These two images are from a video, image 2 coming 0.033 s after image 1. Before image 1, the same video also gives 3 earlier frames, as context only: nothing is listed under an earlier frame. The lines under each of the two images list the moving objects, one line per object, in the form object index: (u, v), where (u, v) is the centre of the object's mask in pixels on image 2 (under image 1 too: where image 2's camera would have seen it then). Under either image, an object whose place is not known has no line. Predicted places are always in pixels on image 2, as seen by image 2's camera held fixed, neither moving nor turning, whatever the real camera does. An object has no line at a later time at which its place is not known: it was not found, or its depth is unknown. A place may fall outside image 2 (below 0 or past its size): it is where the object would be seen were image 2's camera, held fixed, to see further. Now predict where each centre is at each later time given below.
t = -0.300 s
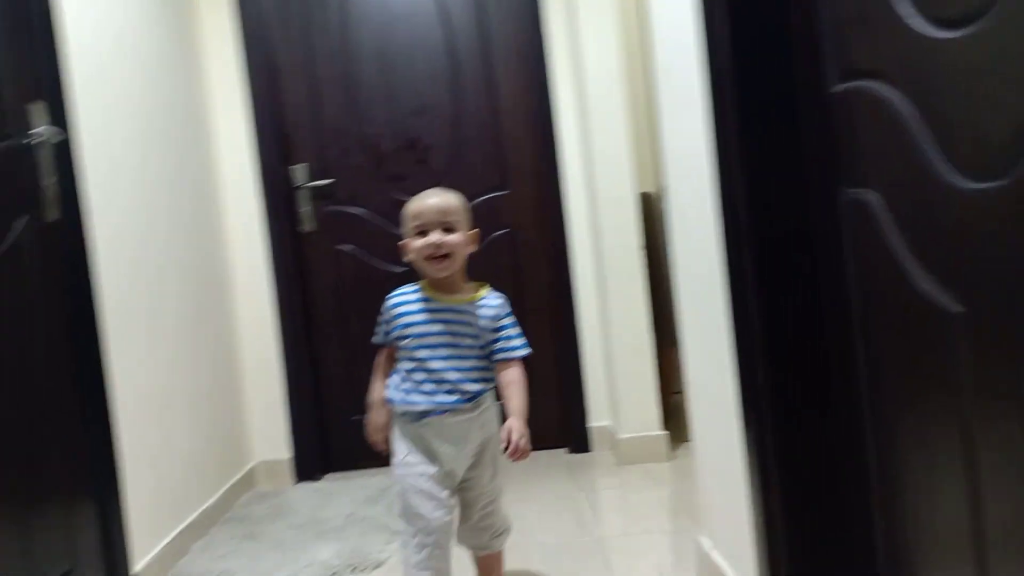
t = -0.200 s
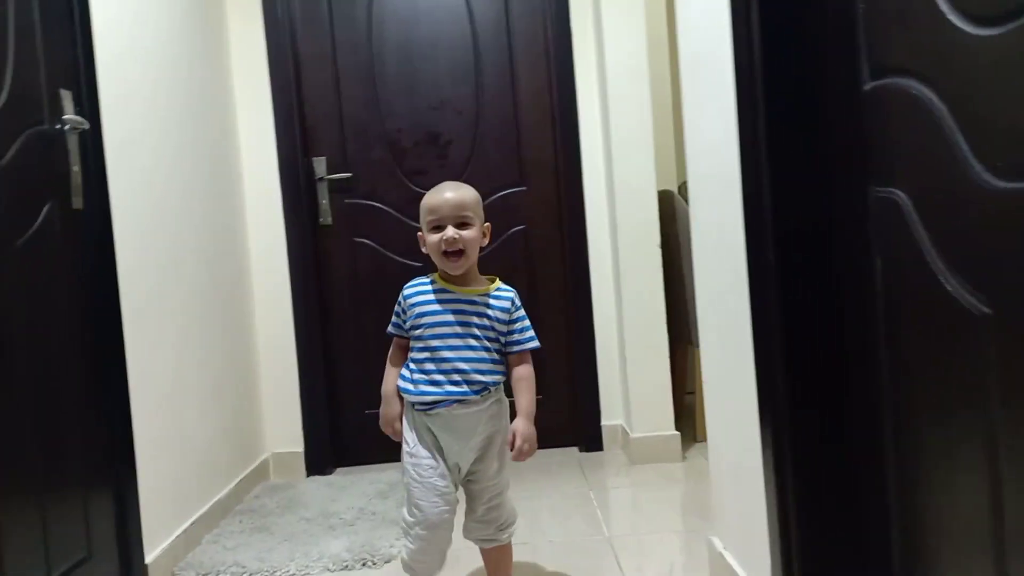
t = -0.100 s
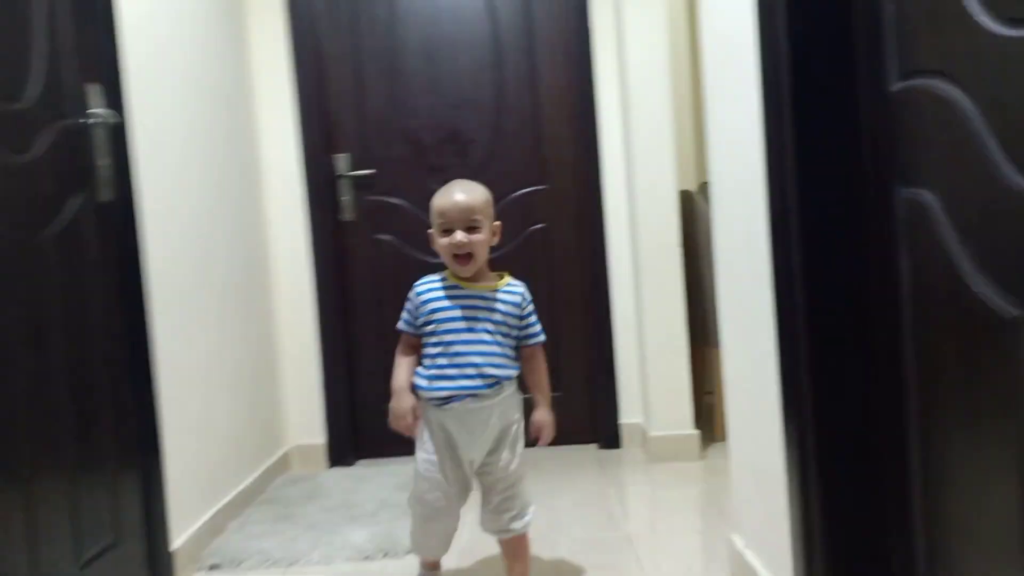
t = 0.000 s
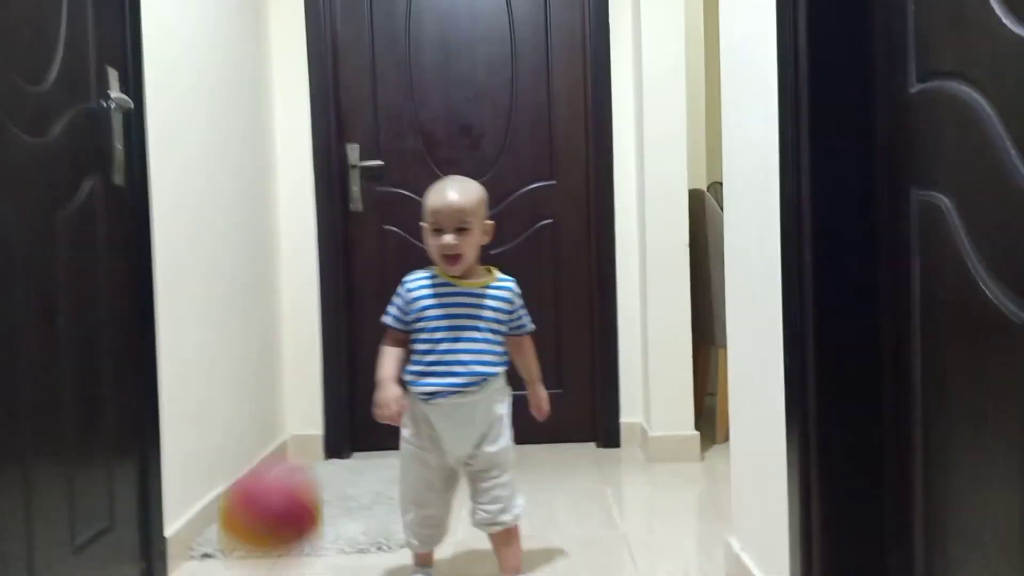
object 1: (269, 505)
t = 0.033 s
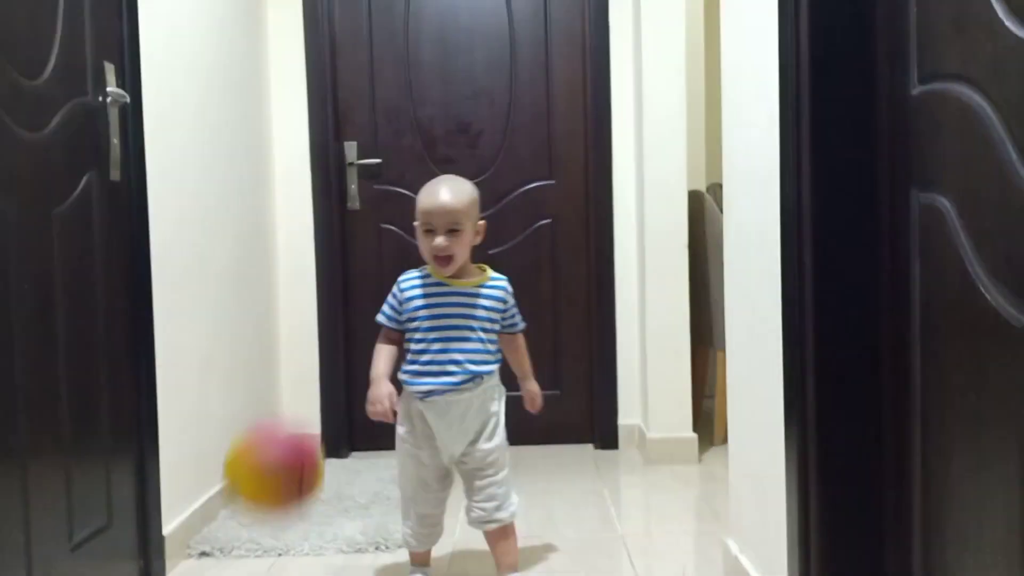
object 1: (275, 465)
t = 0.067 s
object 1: (282, 431)
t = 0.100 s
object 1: (285, 409)
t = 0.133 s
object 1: (287, 399)
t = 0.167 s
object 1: (289, 396)
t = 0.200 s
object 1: (292, 395)
